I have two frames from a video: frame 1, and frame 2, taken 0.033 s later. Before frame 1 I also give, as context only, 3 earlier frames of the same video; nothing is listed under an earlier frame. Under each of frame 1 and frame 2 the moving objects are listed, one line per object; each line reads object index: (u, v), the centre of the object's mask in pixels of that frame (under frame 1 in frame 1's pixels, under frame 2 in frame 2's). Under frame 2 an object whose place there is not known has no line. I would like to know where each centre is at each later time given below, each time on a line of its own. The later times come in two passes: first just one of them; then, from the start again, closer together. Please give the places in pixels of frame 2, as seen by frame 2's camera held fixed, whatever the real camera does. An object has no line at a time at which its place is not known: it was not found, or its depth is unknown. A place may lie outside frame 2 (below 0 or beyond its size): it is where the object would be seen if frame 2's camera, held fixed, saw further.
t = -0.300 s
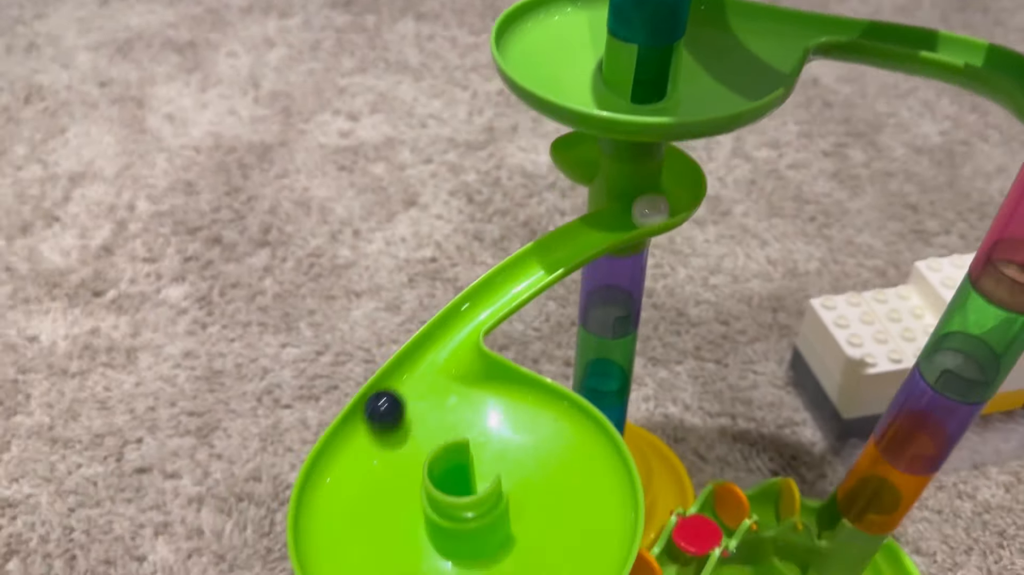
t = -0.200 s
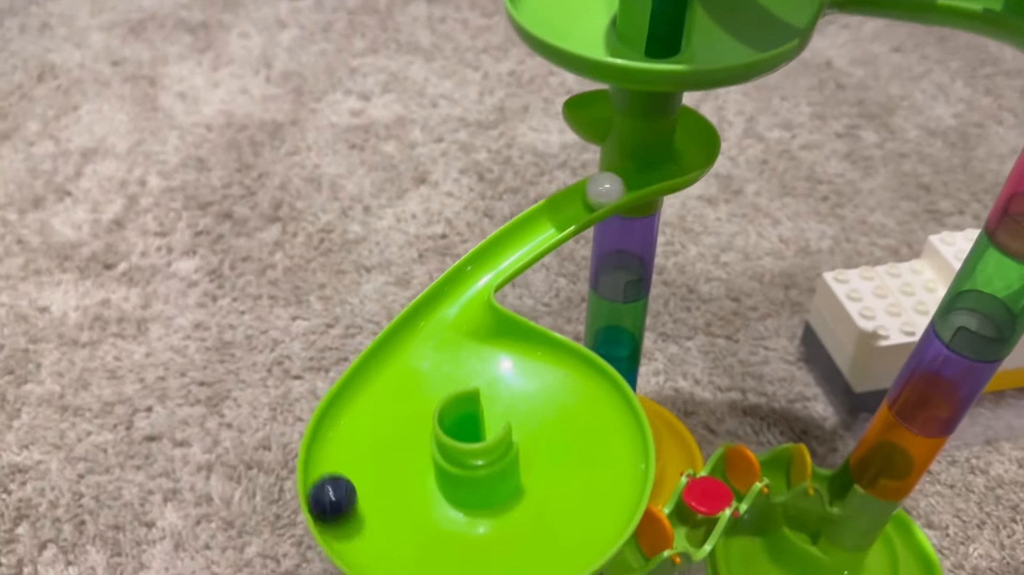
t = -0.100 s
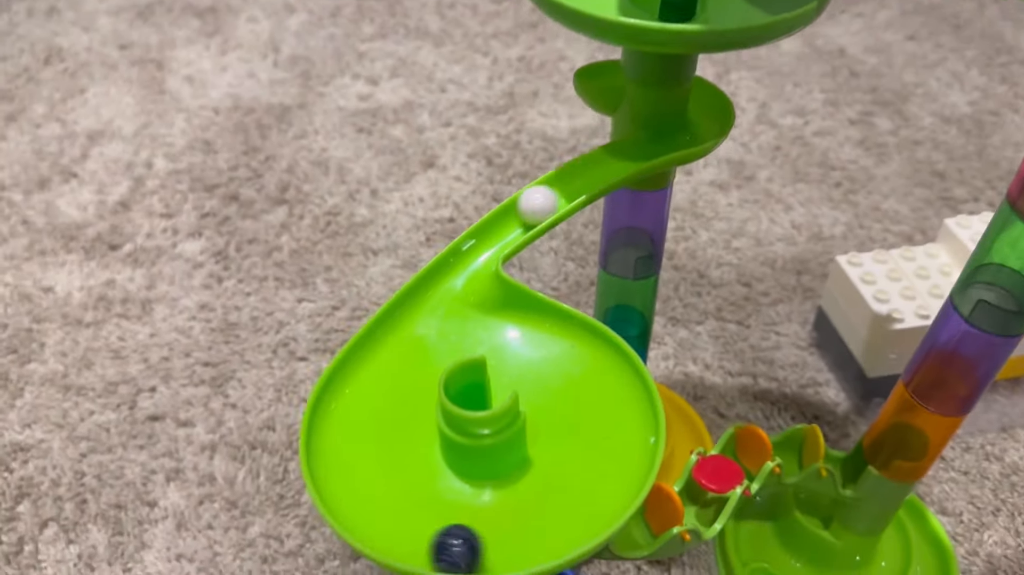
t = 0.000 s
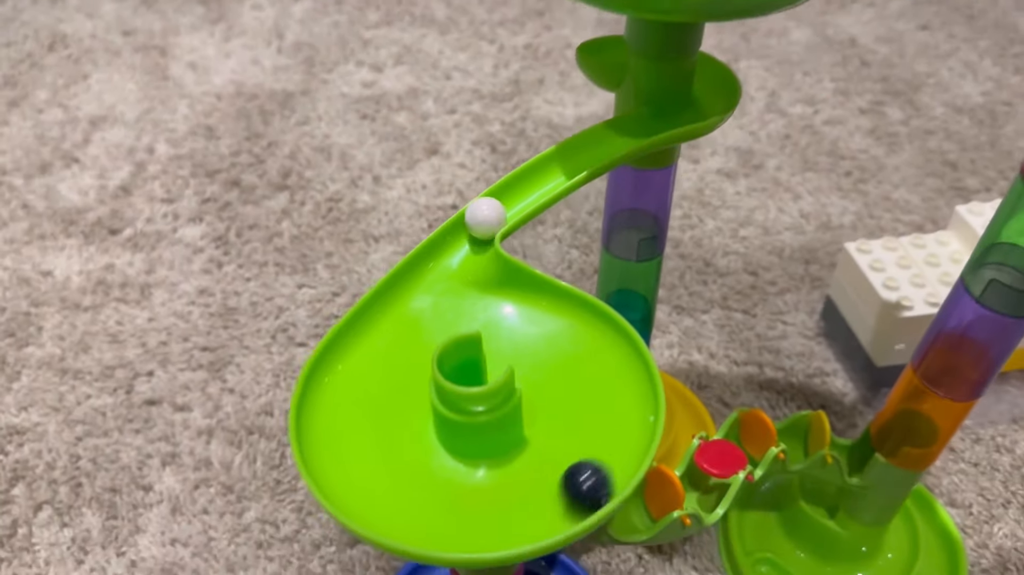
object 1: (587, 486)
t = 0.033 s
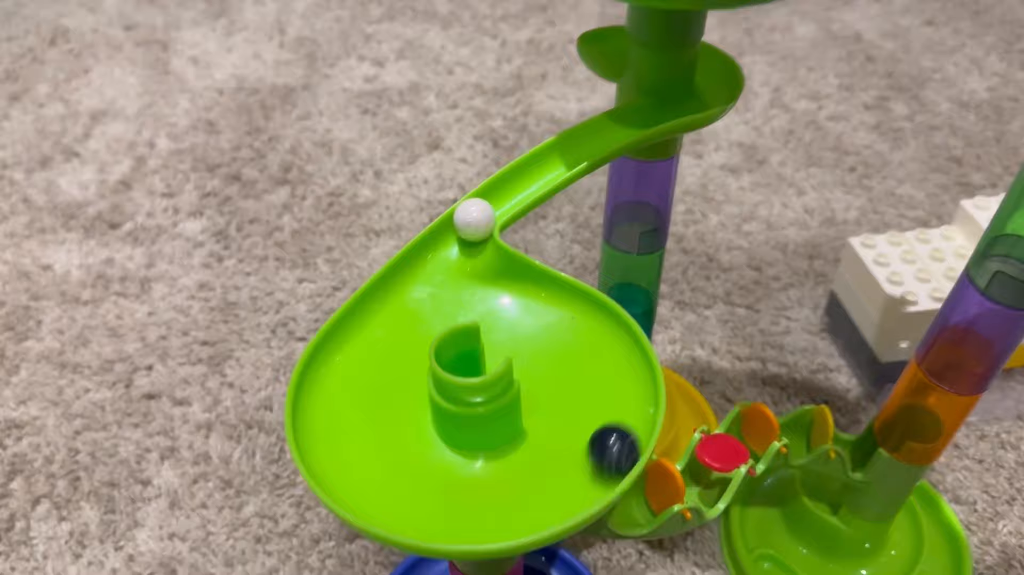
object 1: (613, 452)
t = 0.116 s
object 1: (619, 370)
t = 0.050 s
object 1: (622, 436)
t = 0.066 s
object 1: (625, 419)
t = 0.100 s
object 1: (623, 385)
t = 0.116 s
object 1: (619, 370)
